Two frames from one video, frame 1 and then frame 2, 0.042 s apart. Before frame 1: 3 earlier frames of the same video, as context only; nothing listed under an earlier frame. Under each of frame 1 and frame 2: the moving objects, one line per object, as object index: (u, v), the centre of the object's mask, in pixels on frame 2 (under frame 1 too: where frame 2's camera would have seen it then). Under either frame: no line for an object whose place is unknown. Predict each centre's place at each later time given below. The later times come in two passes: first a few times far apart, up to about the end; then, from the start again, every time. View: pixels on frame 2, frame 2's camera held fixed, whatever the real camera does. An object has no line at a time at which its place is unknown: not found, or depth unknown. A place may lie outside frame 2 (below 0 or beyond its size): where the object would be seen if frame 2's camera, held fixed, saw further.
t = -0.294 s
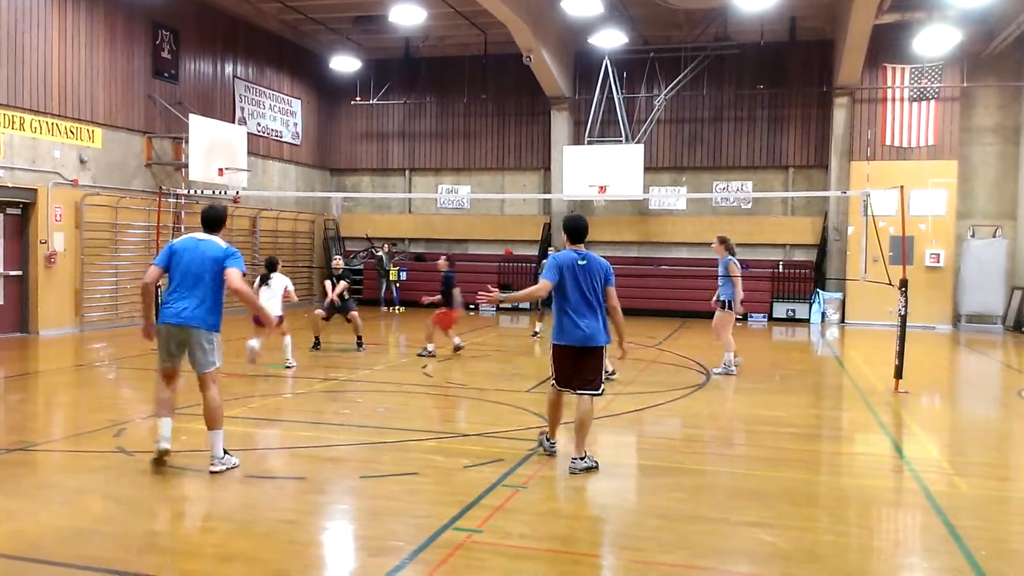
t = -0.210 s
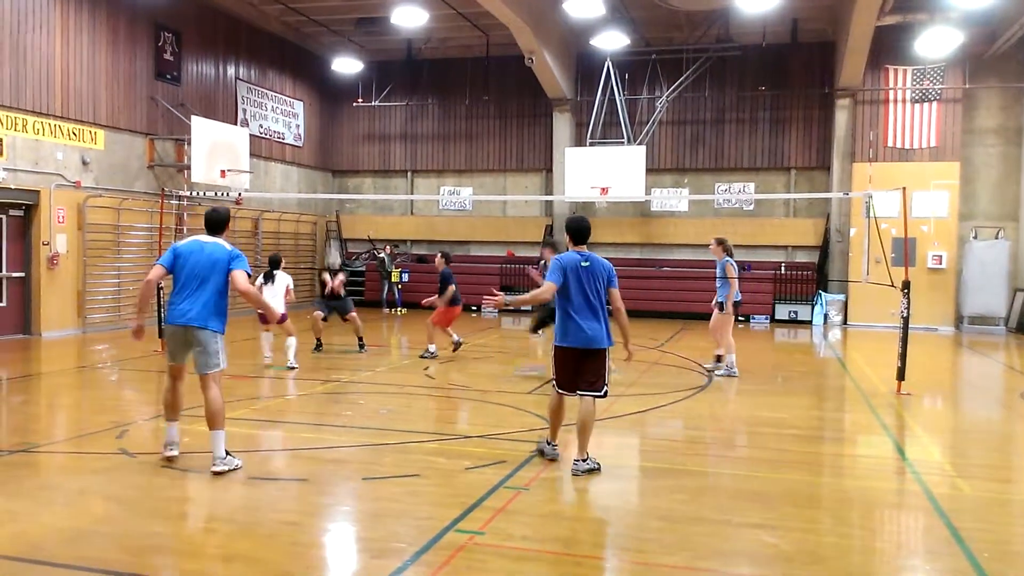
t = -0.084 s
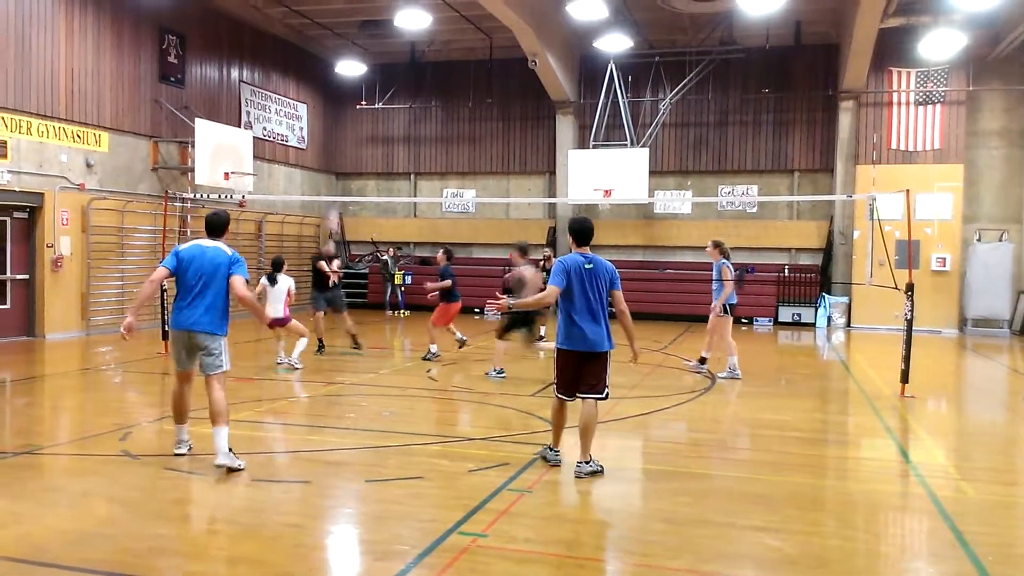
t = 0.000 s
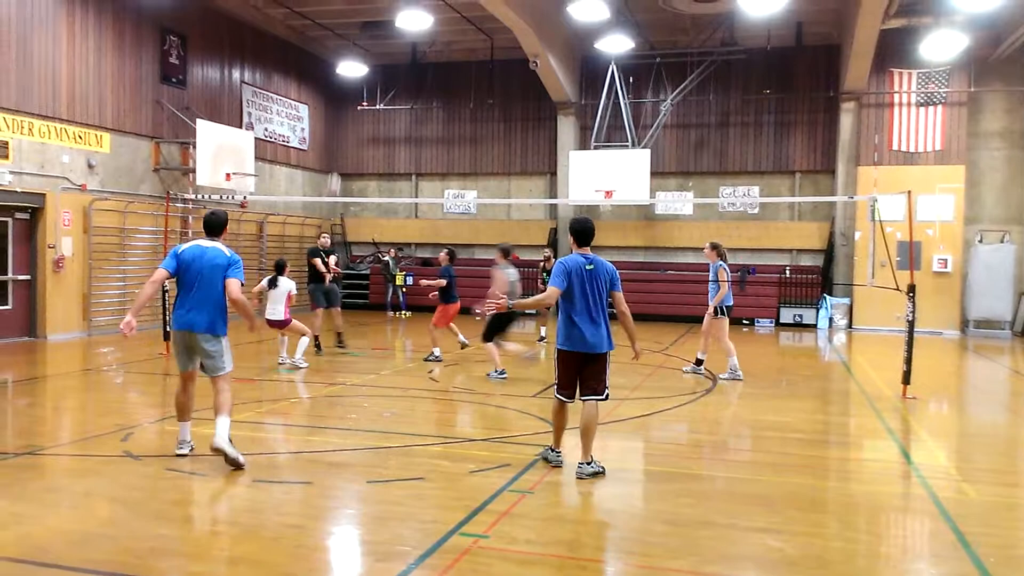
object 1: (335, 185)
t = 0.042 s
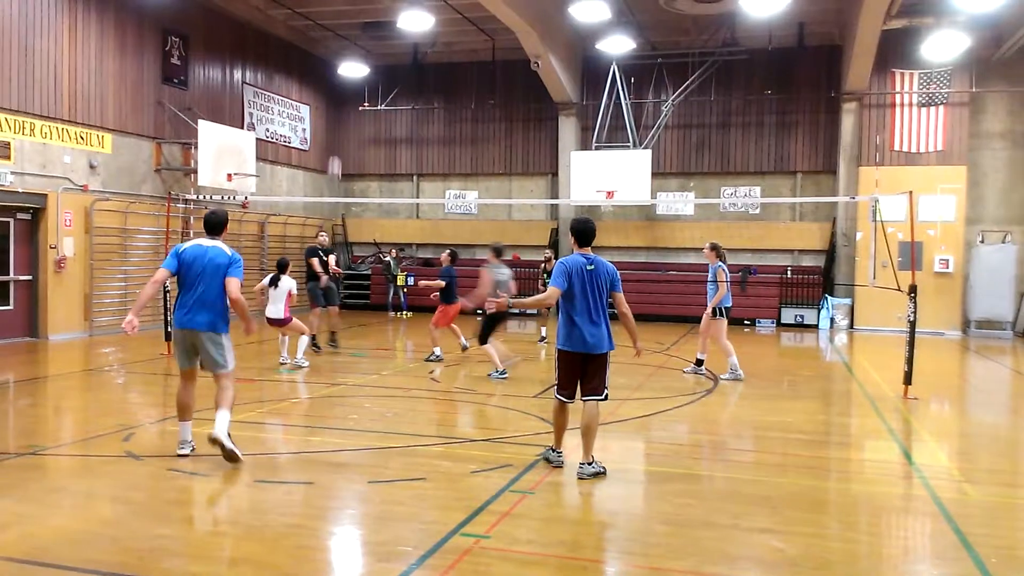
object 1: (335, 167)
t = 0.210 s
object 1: (332, 112)
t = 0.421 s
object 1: (327, 71)
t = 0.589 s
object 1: (324, 59)
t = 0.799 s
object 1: (320, 70)
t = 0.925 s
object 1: (318, 89)
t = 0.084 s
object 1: (334, 152)
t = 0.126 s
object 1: (333, 138)
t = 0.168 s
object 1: (332, 124)
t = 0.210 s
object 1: (332, 112)
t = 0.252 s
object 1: (331, 102)
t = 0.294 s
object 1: (330, 93)
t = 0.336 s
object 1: (329, 84)
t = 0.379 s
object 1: (328, 77)
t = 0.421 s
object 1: (327, 71)
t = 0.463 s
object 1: (326, 66)
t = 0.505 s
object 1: (326, 62)
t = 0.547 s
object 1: (325, 60)
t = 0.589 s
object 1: (324, 59)
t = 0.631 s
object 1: (323, 59)
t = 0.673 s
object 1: (322, 59)
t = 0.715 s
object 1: (322, 62)
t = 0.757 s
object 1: (321, 65)
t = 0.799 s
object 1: (320, 70)
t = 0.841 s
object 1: (319, 75)
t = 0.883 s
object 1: (319, 82)
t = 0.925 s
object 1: (318, 89)
